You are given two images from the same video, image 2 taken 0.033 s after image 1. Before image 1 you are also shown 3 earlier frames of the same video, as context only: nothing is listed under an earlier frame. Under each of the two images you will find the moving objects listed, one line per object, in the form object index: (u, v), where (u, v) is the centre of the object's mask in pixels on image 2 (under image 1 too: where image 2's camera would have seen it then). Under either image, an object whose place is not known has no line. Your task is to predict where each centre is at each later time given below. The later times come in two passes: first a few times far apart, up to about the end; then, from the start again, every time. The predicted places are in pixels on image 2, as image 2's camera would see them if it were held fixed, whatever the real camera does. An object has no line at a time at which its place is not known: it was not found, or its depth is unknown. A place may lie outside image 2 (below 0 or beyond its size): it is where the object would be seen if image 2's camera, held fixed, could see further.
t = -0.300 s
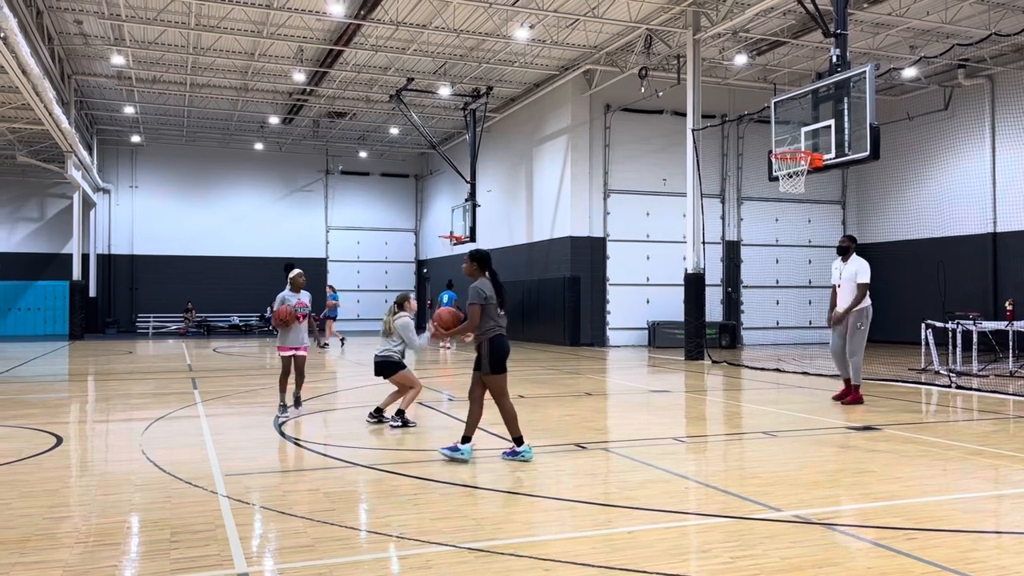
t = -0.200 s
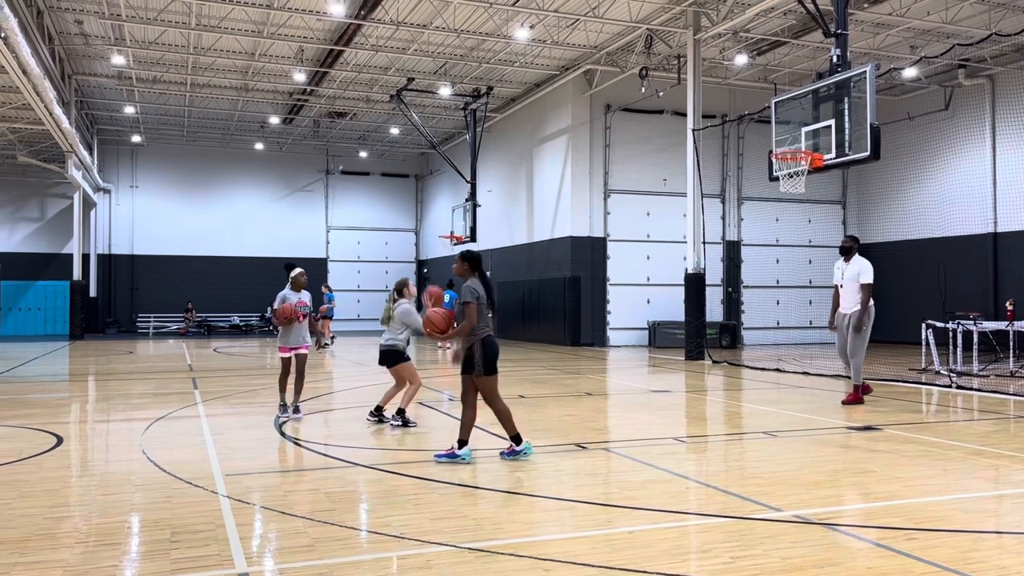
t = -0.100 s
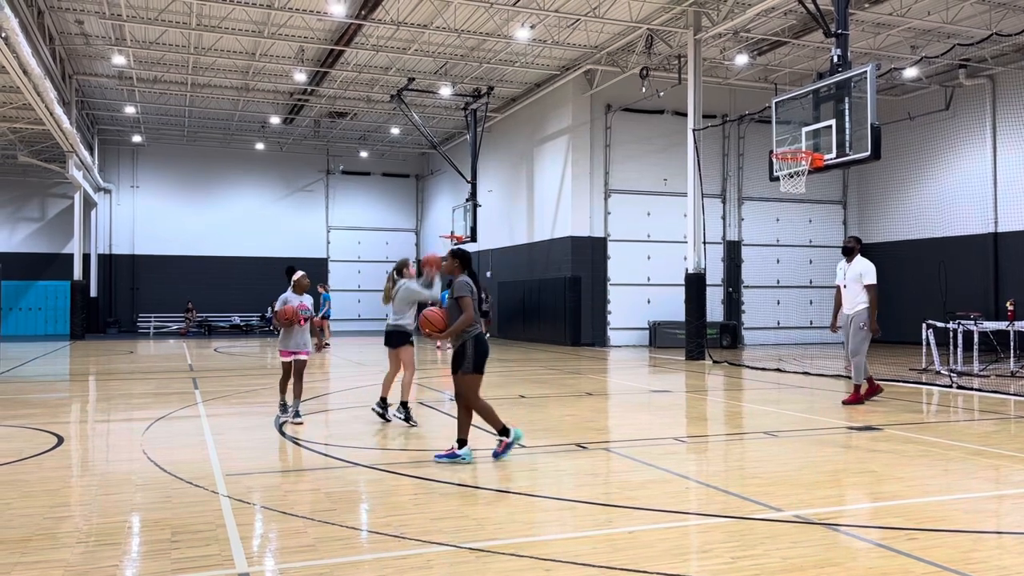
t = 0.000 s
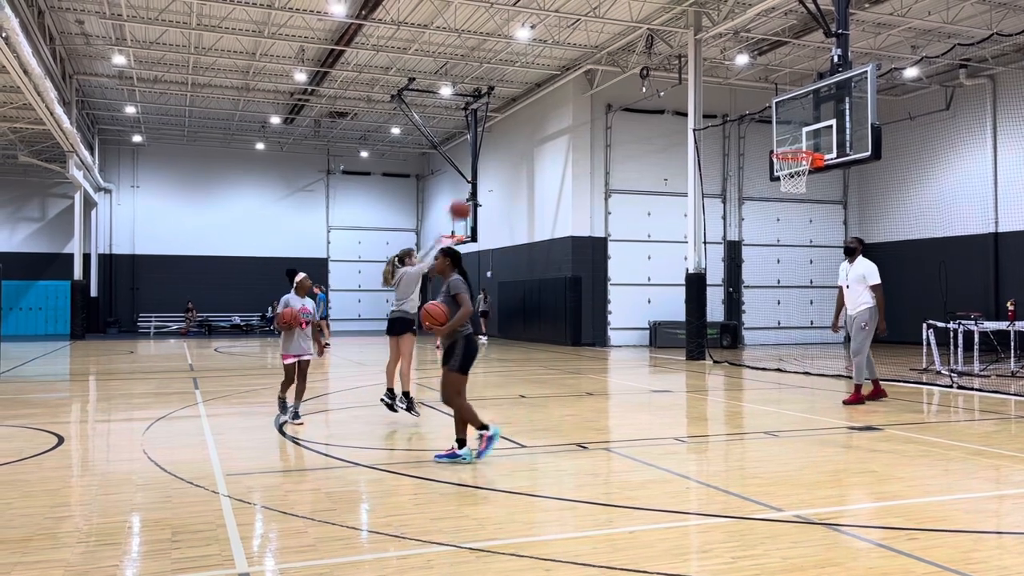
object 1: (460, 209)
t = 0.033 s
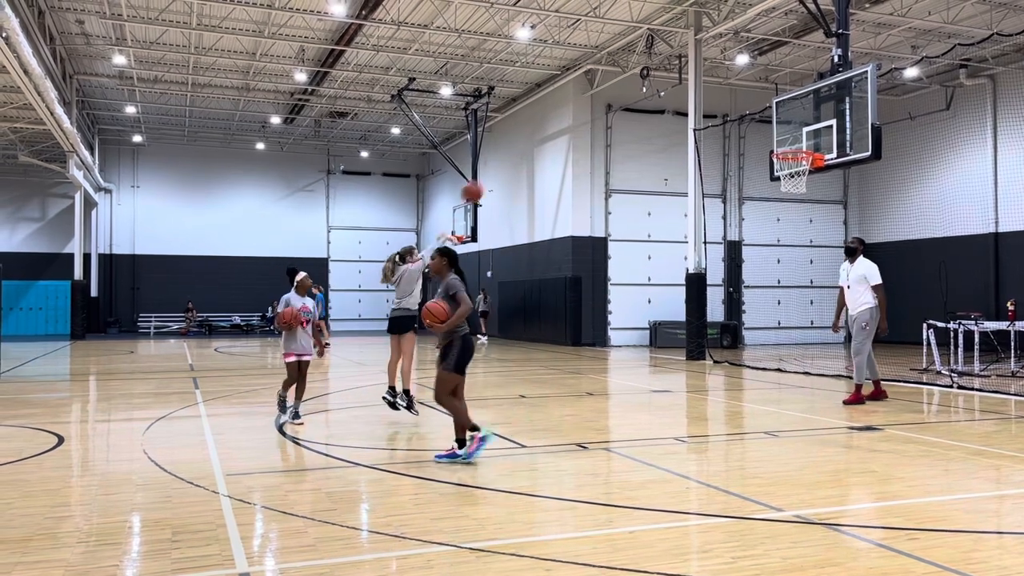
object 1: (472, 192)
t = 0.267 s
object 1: (554, 100)
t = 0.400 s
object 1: (597, 71)
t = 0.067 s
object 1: (485, 175)
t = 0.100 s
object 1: (497, 159)
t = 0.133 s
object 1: (508, 145)
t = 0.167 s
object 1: (520, 132)
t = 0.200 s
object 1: (532, 120)
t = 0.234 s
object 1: (542, 109)
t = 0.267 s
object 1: (554, 100)
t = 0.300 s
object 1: (565, 91)
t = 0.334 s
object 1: (576, 84)
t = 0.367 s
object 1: (587, 77)
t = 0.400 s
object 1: (597, 71)
